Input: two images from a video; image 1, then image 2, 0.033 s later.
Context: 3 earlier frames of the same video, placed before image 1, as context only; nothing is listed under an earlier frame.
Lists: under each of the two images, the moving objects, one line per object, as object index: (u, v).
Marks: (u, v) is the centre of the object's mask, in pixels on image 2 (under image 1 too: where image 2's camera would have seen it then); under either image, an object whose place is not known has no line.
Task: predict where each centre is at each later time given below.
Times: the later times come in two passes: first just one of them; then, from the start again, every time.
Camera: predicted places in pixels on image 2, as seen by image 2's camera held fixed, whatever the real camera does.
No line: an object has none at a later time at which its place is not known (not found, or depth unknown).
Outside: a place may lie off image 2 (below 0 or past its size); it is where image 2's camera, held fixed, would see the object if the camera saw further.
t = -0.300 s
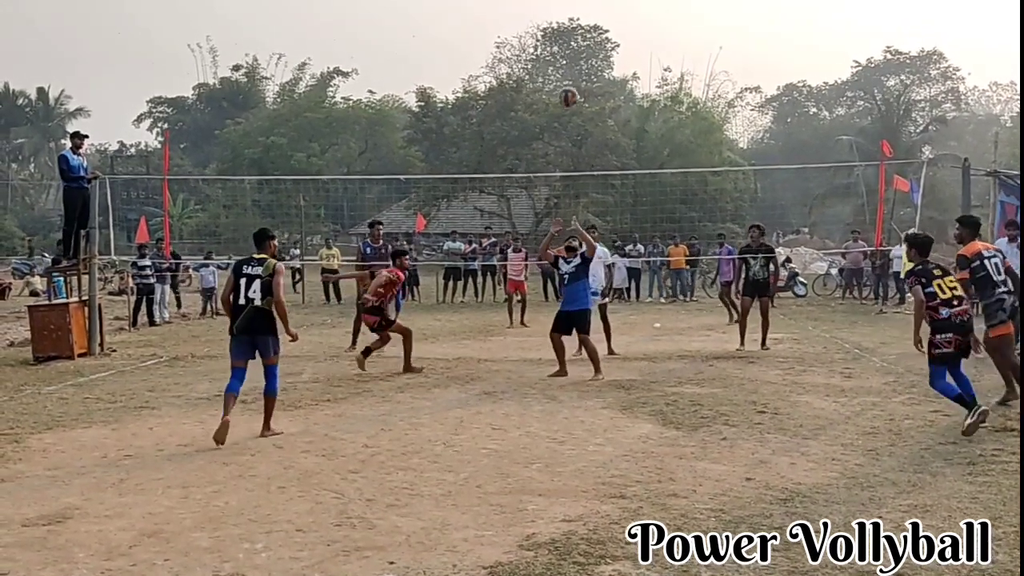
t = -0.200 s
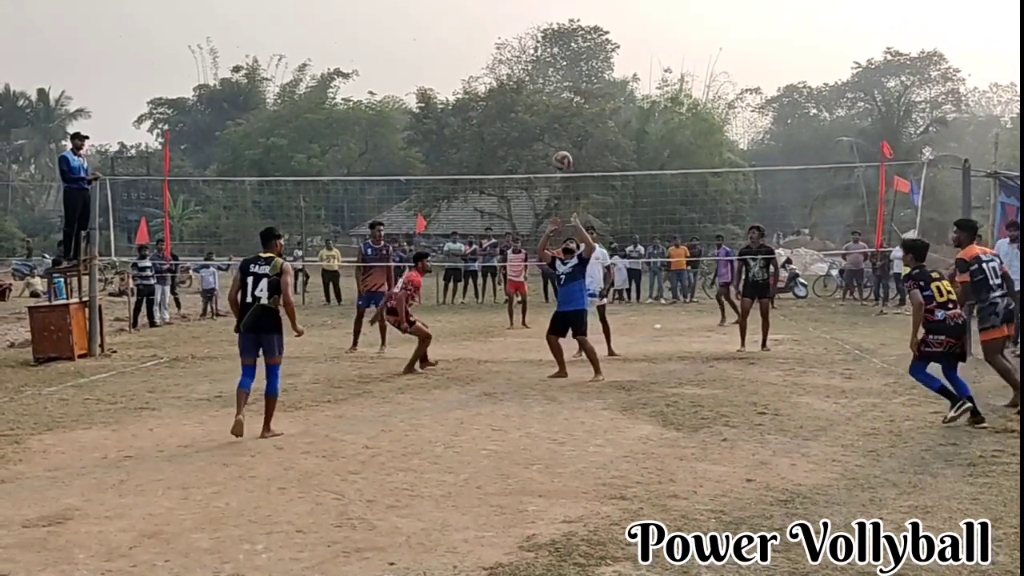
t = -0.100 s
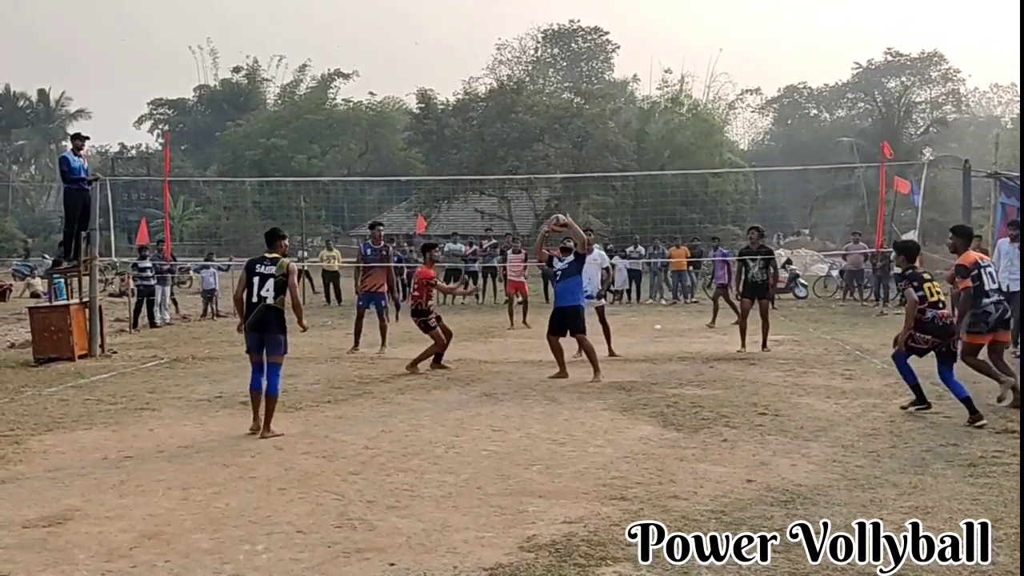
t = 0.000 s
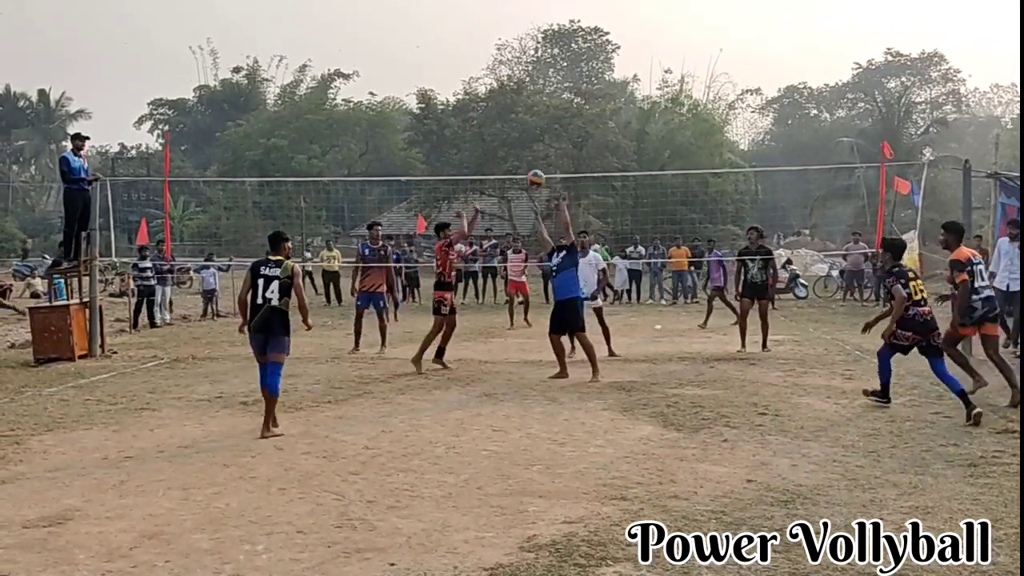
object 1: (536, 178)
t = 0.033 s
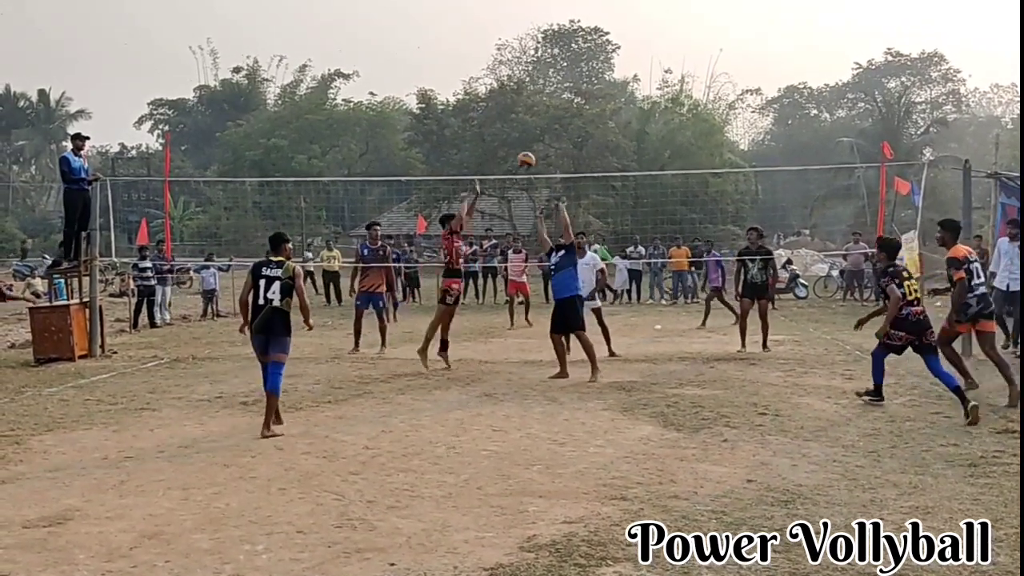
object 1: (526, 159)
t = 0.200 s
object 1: (476, 85)
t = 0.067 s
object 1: (516, 144)
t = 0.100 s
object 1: (506, 127)
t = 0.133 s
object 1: (496, 112)
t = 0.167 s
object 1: (486, 98)
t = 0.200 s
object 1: (476, 85)
